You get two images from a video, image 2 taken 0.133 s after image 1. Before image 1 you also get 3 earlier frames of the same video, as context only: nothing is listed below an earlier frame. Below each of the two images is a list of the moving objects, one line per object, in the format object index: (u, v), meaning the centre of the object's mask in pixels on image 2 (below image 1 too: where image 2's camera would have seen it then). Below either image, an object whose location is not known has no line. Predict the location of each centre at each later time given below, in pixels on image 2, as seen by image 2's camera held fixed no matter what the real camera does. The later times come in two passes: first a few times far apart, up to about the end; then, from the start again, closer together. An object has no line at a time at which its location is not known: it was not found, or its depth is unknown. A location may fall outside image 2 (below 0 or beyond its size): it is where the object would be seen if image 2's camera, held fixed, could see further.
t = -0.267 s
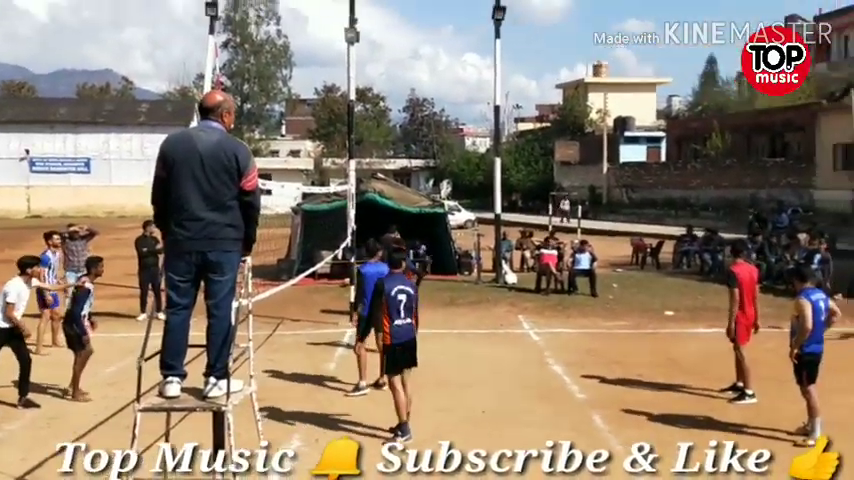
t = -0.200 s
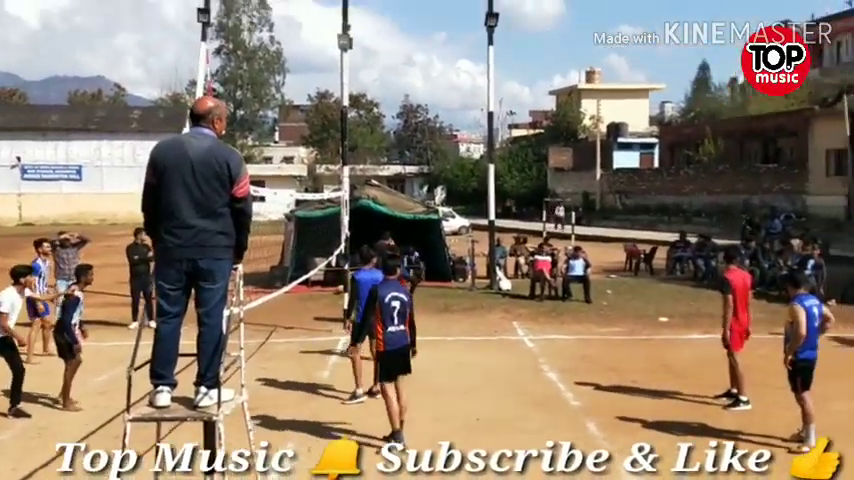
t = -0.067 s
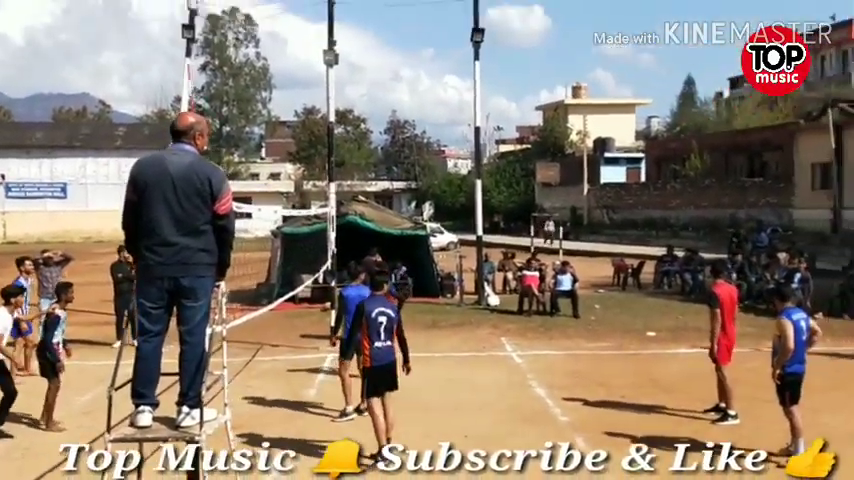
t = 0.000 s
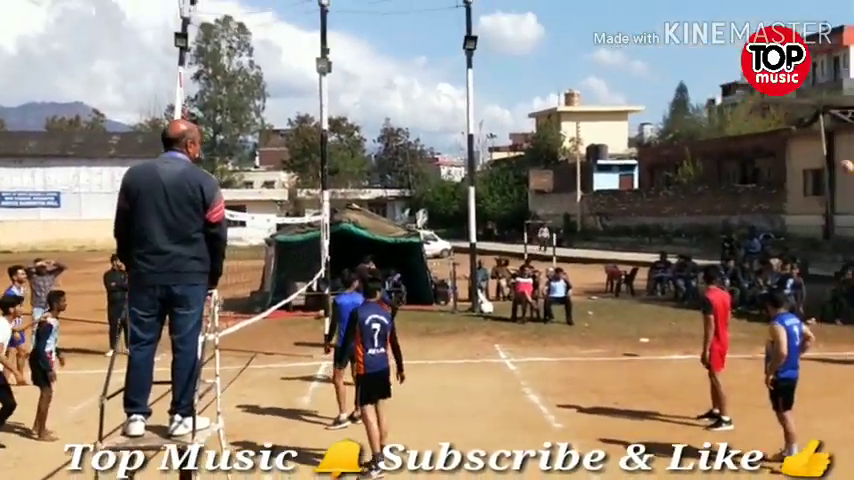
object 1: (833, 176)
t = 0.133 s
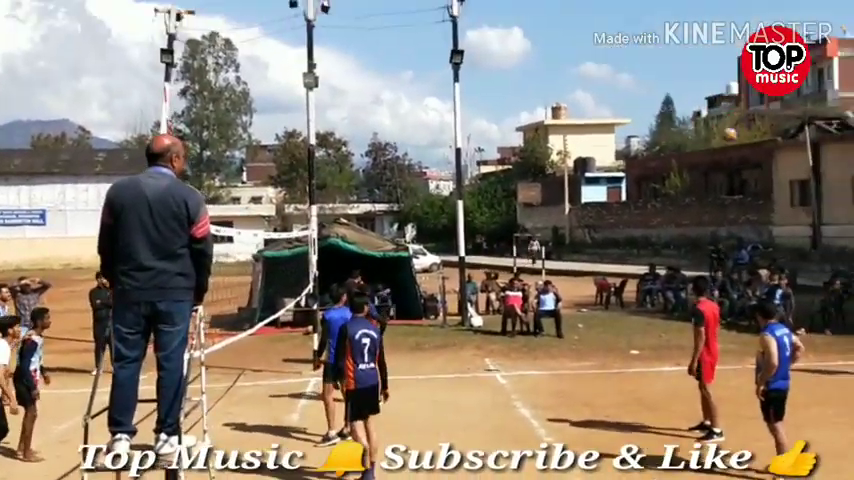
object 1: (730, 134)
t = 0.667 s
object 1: (282, 102)
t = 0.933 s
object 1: (34, 175)
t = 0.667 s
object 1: (282, 102)
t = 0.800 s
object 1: (160, 127)
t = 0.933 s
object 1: (34, 175)
